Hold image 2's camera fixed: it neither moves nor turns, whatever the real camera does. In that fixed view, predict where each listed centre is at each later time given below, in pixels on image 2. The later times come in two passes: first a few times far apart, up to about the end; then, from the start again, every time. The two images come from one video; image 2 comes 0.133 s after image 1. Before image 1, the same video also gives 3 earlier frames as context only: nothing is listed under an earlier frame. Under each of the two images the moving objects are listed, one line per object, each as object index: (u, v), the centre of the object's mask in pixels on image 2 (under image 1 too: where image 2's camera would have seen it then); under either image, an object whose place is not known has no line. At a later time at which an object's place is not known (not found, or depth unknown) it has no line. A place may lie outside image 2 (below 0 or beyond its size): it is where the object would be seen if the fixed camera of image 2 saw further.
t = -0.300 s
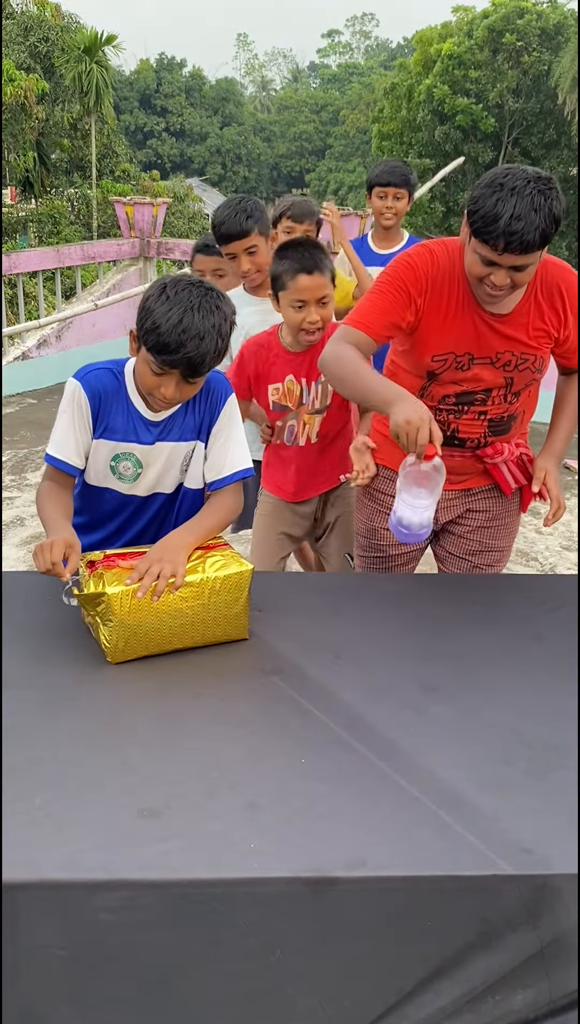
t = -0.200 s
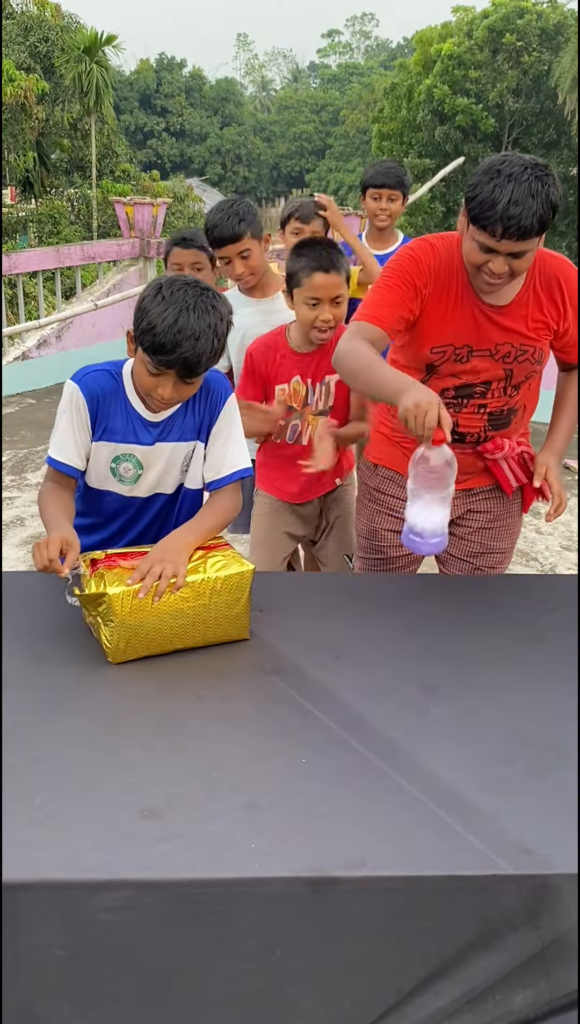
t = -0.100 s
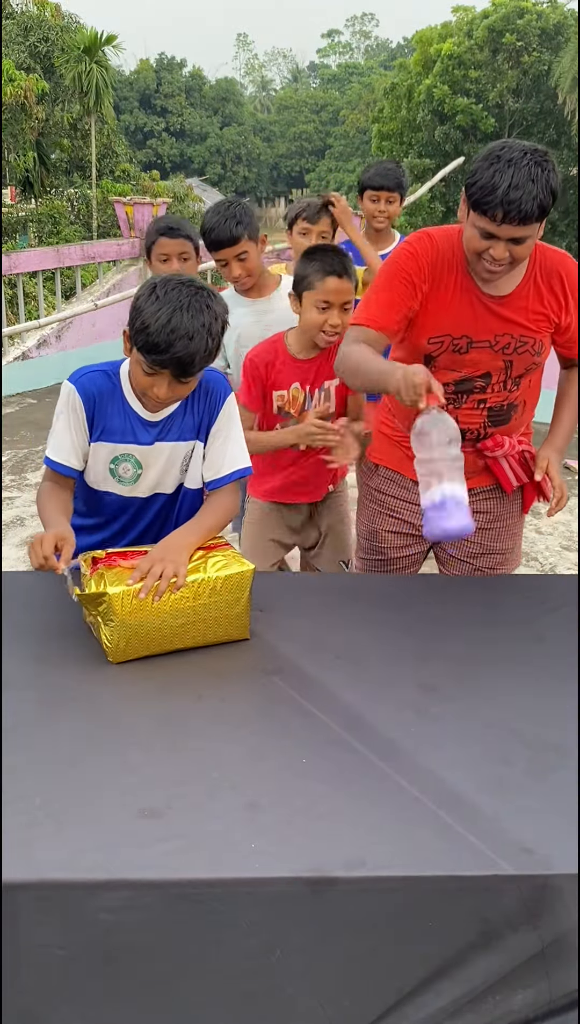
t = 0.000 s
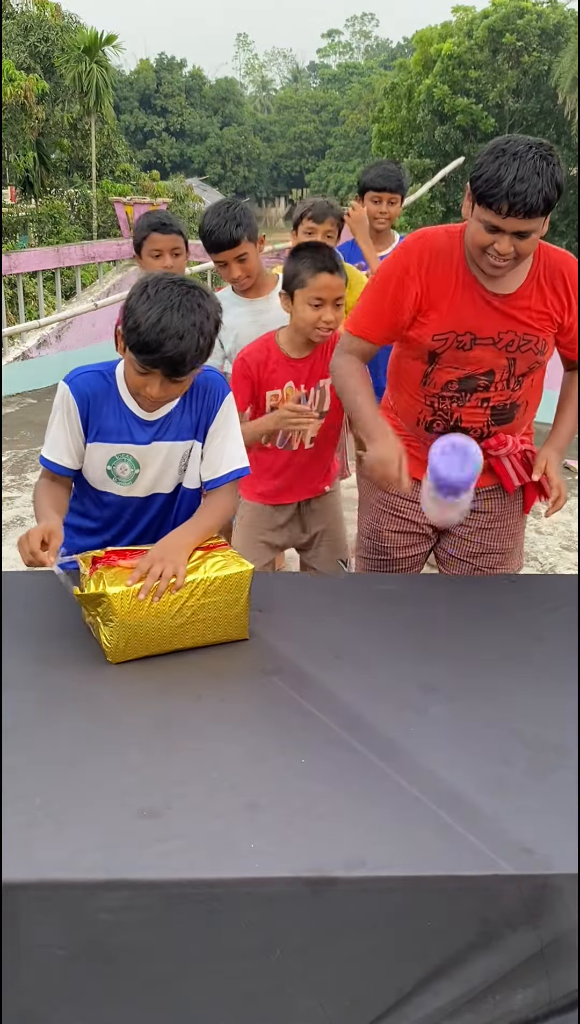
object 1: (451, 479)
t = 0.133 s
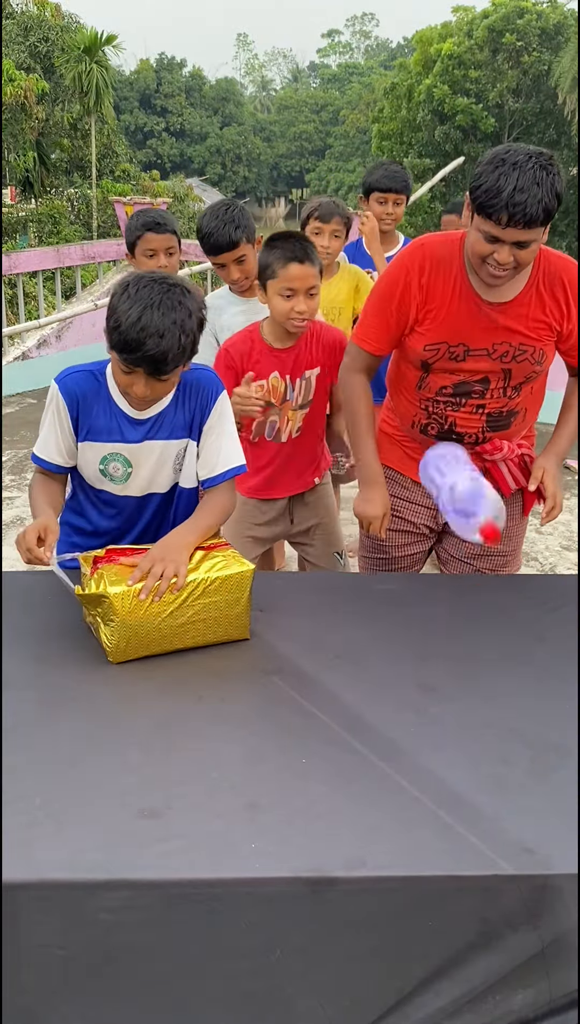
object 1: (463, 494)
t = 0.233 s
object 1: (450, 550)
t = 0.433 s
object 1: (436, 614)
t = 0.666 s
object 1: (470, 616)
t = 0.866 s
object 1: (471, 614)
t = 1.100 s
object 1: (470, 614)
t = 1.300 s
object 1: (470, 613)
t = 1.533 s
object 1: (469, 613)
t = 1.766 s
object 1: (469, 613)
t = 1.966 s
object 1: (469, 614)
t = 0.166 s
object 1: (458, 502)
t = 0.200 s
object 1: (454, 522)
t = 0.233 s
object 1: (450, 550)
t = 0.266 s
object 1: (446, 585)
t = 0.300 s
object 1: (443, 612)
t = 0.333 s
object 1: (440, 614)
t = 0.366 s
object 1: (439, 614)
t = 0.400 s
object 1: (437, 614)
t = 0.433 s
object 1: (436, 614)
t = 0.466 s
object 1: (436, 613)
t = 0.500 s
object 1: (438, 613)
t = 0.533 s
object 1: (440, 613)
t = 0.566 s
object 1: (444, 613)
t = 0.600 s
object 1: (451, 612)
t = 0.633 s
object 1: (461, 614)
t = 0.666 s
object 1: (470, 616)
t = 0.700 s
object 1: (474, 618)
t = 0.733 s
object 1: (475, 619)
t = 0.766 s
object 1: (474, 619)
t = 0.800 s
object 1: (472, 618)
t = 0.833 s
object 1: (470, 616)
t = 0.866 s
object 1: (471, 614)
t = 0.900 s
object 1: (474, 612)
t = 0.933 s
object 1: (474, 612)
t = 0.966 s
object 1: (471, 612)
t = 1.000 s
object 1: (467, 611)
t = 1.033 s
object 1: (467, 610)
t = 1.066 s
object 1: (468, 612)
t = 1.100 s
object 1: (470, 614)
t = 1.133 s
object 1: (470, 614)
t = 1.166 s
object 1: (469, 613)
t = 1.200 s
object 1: (467, 612)
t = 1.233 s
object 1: (468, 613)
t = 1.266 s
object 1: (470, 614)
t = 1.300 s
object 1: (470, 613)
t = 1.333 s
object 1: (468, 613)
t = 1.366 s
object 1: (469, 614)
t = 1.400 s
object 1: (469, 614)
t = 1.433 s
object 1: (468, 613)
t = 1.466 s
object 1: (469, 614)
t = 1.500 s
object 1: (468, 614)
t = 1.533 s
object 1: (469, 613)
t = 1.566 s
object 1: (469, 614)
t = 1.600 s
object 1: (469, 614)
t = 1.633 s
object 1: (469, 613)
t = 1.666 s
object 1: (469, 614)
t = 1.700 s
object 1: (469, 613)
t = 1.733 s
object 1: (469, 613)
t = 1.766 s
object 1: (469, 613)
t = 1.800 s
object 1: (469, 613)
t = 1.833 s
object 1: (469, 613)
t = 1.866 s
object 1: (469, 614)
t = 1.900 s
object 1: (469, 613)
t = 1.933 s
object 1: (469, 613)
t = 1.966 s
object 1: (469, 614)
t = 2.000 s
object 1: (469, 613)
